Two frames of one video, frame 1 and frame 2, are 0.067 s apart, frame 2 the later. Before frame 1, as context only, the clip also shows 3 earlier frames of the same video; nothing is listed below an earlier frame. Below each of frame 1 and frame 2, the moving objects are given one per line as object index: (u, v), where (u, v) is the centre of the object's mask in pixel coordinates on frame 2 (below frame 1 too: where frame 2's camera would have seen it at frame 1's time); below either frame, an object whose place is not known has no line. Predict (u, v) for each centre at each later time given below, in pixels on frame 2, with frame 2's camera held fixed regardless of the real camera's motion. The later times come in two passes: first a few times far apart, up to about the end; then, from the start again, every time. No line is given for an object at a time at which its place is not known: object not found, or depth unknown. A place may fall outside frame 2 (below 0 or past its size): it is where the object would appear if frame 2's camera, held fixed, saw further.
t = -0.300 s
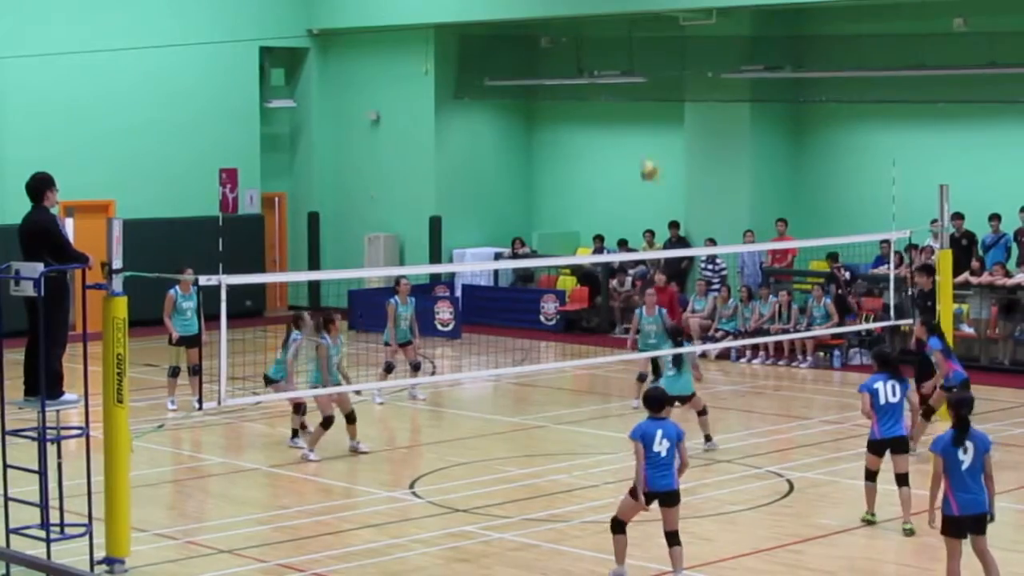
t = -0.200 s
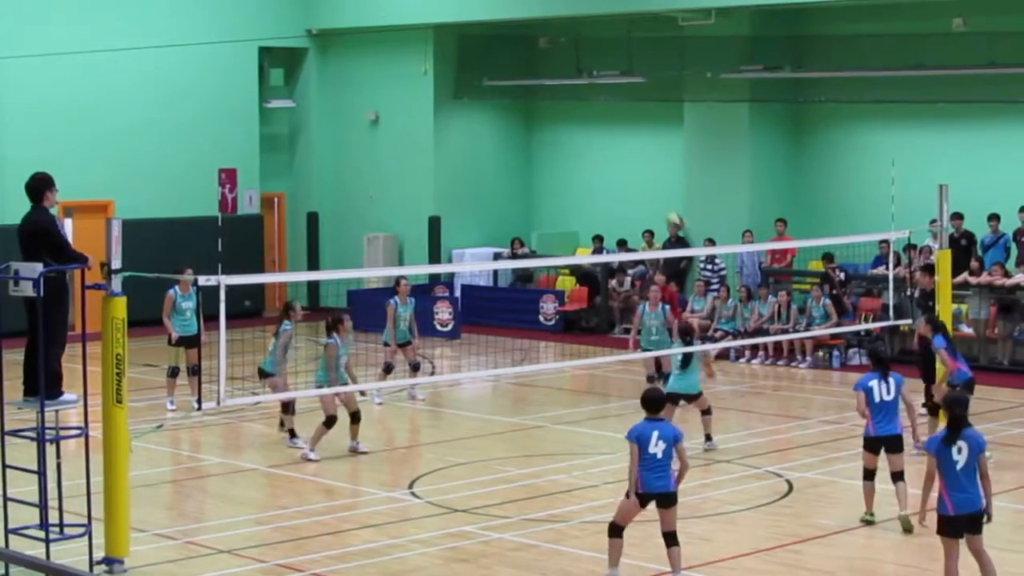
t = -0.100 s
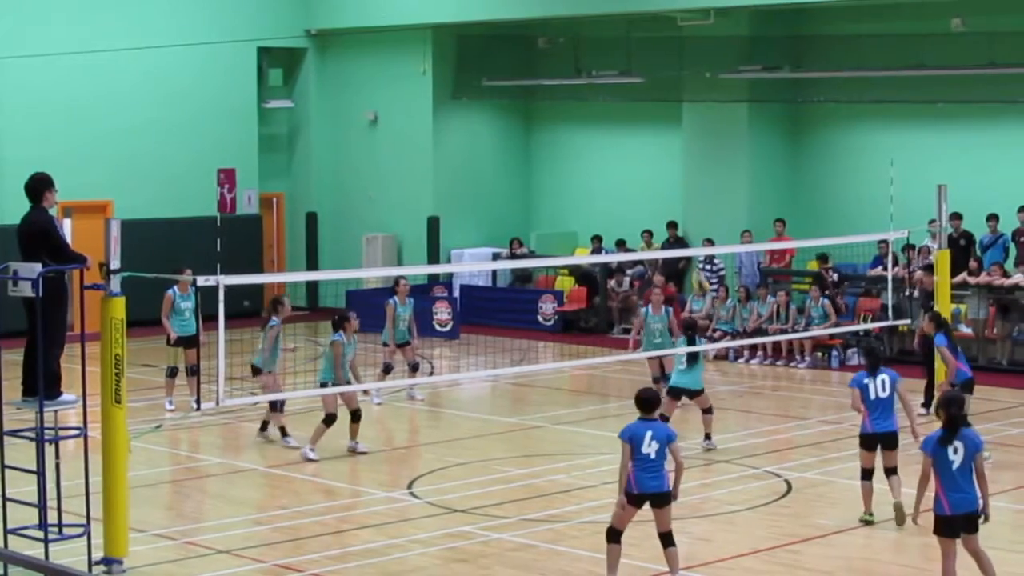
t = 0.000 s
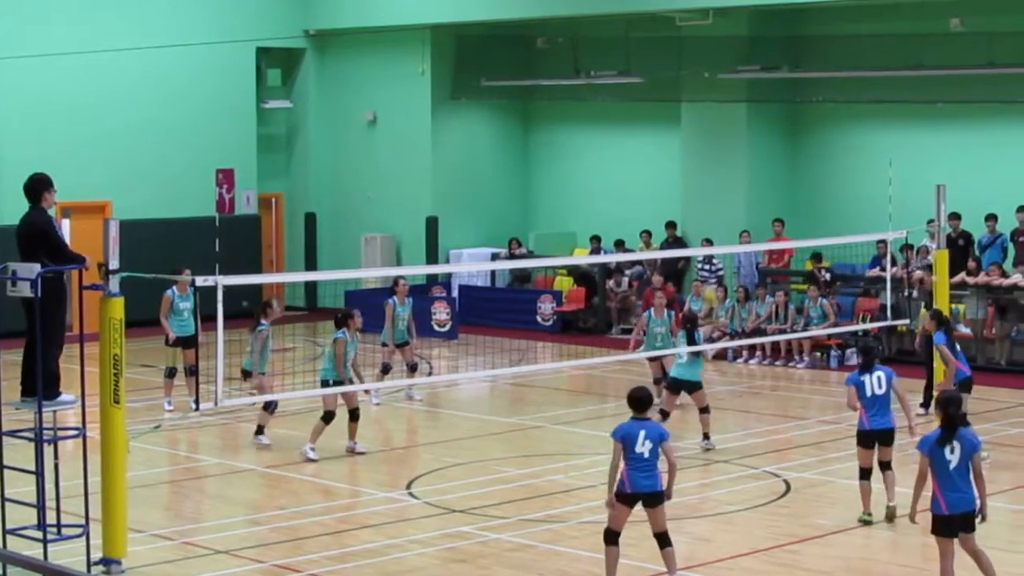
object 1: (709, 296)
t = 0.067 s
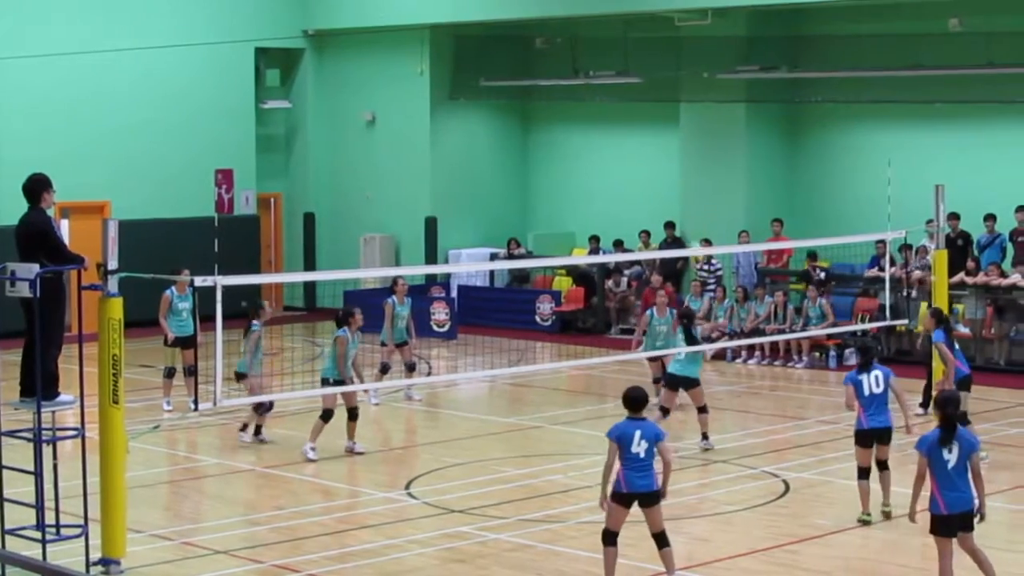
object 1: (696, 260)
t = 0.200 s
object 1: (672, 186)
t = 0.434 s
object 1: (630, 108)
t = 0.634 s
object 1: (594, 80)
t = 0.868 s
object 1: (556, 96)
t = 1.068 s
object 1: (524, 143)
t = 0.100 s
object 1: (691, 233)
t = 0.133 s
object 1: (684, 216)
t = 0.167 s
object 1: (678, 201)
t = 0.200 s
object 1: (672, 186)
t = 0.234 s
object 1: (665, 172)
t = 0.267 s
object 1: (659, 158)
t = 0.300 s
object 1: (653, 146)
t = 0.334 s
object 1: (647, 136)
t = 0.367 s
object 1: (641, 124)
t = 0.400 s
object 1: (636, 115)
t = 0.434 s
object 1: (630, 108)
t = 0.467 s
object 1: (624, 101)
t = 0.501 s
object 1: (618, 97)
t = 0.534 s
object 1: (613, 90)
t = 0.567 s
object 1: (606, 86)
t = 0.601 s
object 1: (601, 82)
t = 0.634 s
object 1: (594, 80)
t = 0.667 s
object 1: (588, 80)
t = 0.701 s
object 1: (583, 80)
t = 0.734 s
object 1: (578, 81)
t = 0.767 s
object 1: (573, 83)
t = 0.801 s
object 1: (566, 86)
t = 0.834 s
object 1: (561, 91)
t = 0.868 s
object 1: (556, 96)
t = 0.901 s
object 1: (551, 101)
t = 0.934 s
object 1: (546, 108)
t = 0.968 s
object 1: (541, 115)
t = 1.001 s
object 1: (535, 124)
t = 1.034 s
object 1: (530, 133)
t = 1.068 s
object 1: (524, 143)
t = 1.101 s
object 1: (518, 155)
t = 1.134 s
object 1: (513, 168)
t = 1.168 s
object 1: (508, 182)
